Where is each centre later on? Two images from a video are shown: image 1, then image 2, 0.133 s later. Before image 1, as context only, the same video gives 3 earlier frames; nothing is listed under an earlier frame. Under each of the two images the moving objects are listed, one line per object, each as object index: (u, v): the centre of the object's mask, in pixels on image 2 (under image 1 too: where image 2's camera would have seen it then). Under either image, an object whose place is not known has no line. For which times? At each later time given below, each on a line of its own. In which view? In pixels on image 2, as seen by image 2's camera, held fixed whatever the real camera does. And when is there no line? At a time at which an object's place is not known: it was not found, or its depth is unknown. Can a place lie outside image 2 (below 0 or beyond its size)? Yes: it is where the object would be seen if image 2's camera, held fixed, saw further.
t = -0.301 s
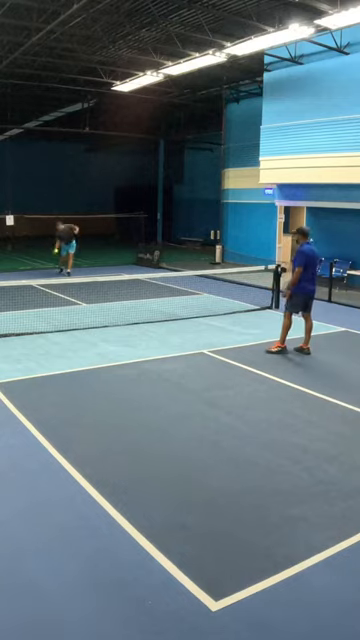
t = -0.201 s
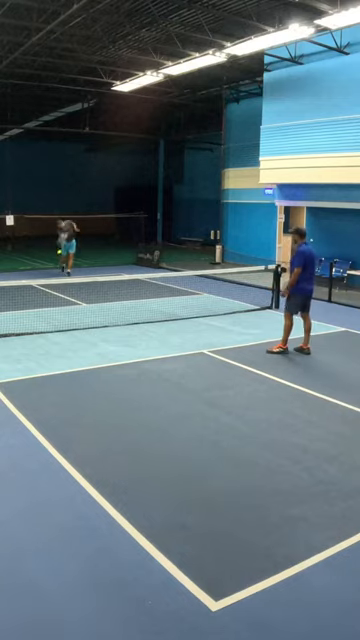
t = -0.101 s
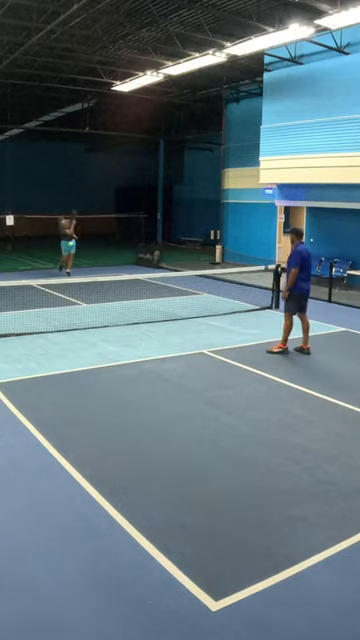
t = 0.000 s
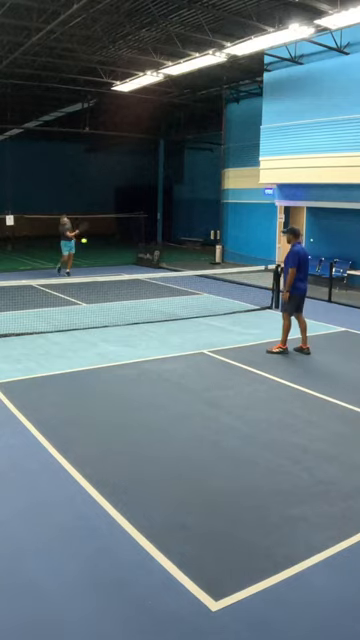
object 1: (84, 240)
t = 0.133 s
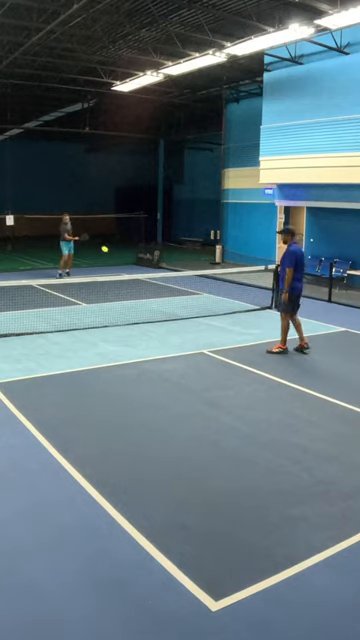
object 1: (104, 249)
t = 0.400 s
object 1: (165, 336)
